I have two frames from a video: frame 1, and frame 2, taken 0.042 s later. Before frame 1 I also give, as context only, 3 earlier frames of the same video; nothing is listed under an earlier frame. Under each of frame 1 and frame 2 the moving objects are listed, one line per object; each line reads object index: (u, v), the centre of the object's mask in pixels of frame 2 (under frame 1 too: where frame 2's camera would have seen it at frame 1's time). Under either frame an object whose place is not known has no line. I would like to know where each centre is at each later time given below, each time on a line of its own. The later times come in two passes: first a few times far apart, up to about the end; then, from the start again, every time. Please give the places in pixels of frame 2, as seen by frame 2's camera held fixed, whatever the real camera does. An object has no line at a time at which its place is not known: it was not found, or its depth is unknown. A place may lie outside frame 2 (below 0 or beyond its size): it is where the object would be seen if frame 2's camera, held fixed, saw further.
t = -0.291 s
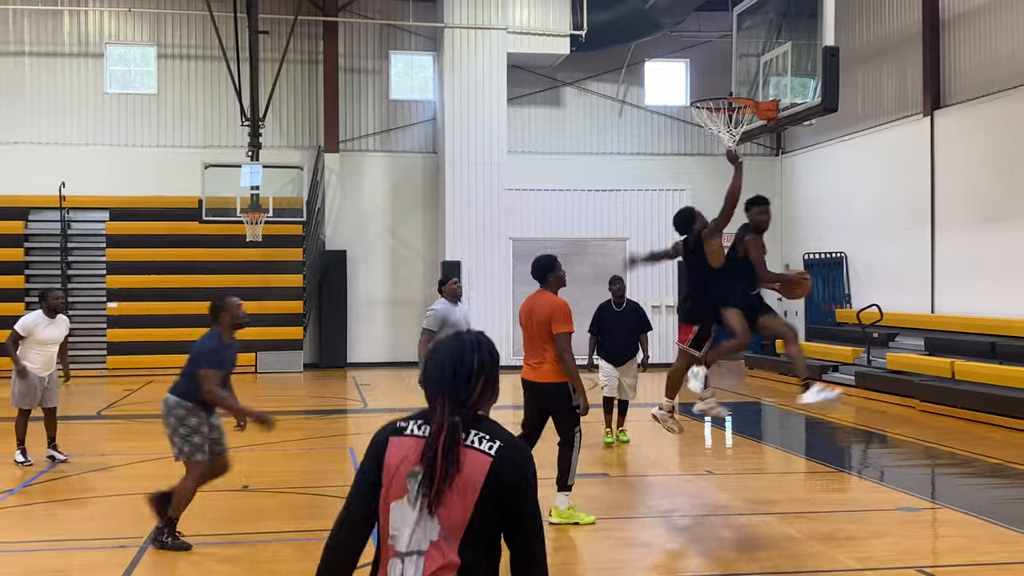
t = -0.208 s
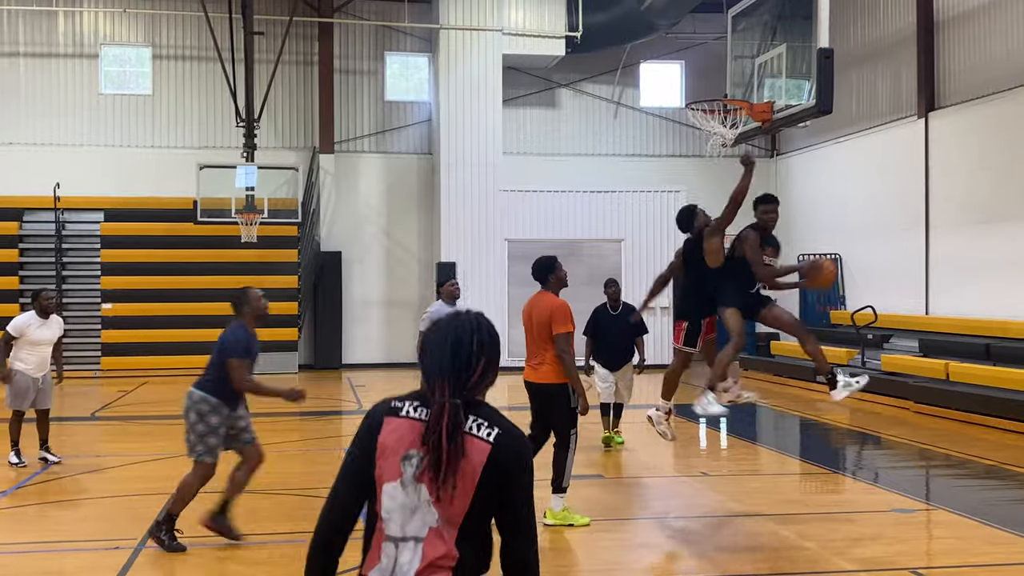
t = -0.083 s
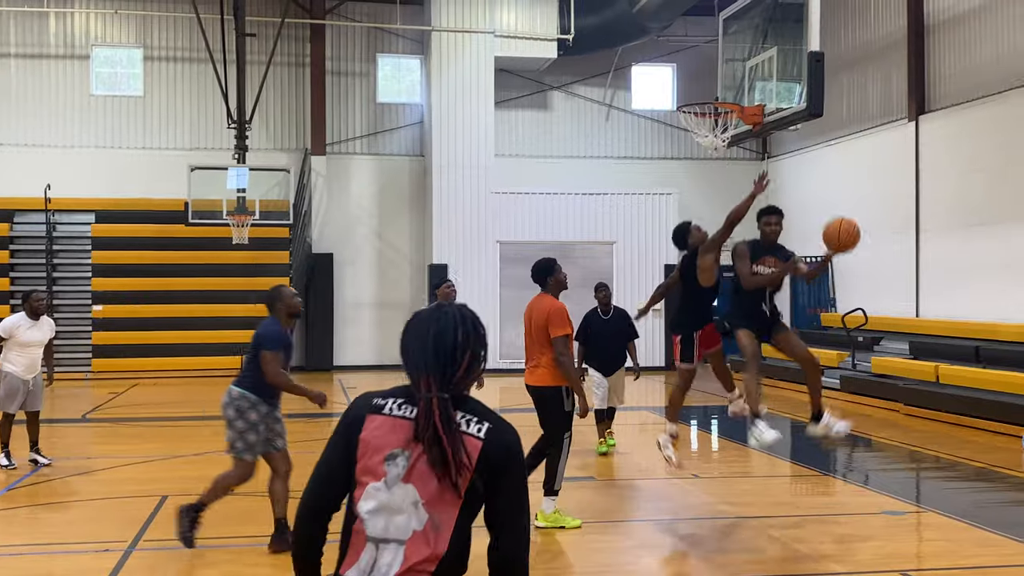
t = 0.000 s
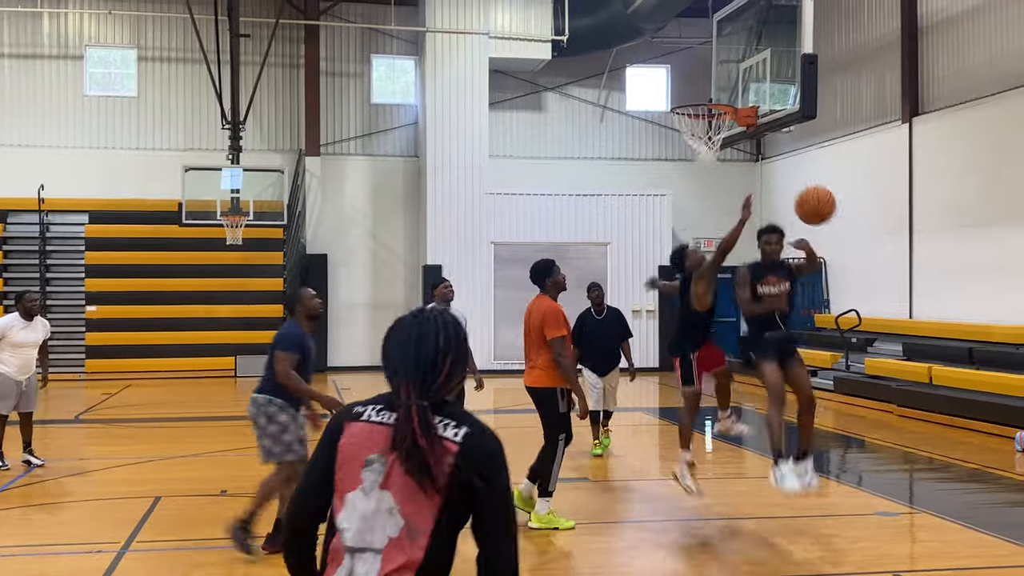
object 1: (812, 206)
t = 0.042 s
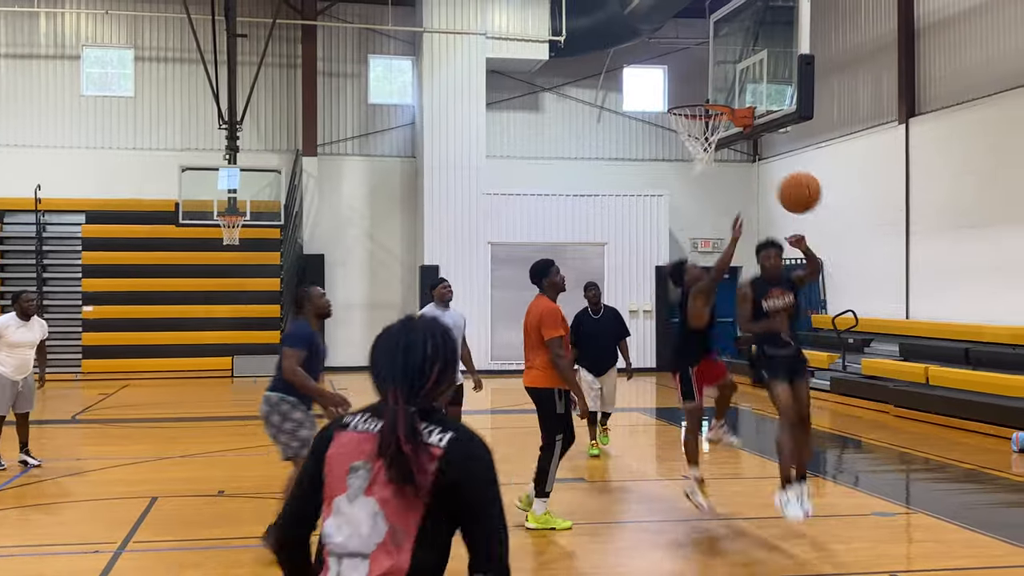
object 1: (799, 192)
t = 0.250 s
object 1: (713, 159)
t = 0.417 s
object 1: (588, 209)
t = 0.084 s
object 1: (785, 181)
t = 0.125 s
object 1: (770, 171)
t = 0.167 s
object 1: (753, 164)
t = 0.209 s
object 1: (734, 159)
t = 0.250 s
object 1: (713, 159)
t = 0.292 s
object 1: (689, 162)
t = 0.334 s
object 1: (661, 170)
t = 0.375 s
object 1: (627, 186)
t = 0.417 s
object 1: (588, 209)
